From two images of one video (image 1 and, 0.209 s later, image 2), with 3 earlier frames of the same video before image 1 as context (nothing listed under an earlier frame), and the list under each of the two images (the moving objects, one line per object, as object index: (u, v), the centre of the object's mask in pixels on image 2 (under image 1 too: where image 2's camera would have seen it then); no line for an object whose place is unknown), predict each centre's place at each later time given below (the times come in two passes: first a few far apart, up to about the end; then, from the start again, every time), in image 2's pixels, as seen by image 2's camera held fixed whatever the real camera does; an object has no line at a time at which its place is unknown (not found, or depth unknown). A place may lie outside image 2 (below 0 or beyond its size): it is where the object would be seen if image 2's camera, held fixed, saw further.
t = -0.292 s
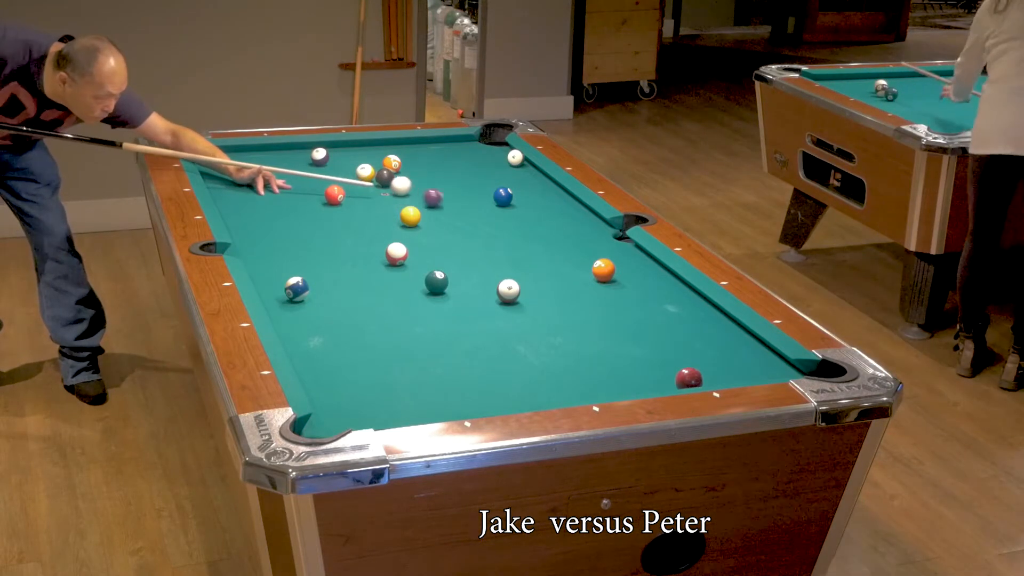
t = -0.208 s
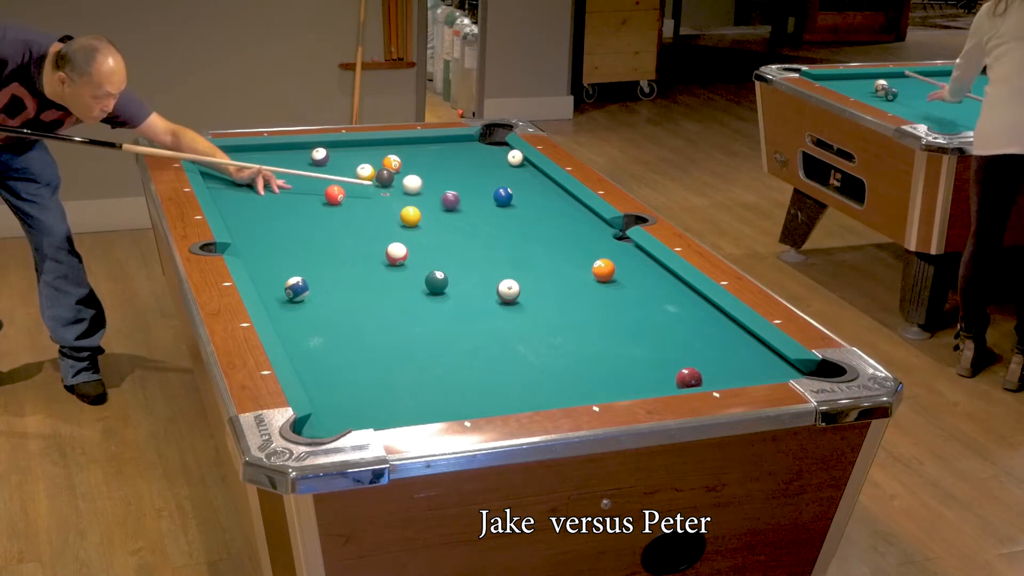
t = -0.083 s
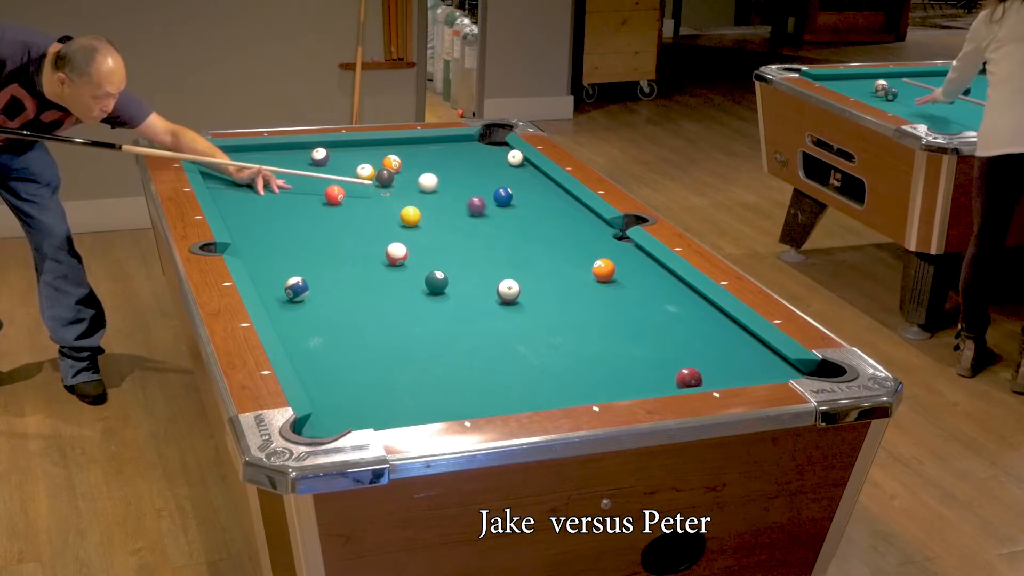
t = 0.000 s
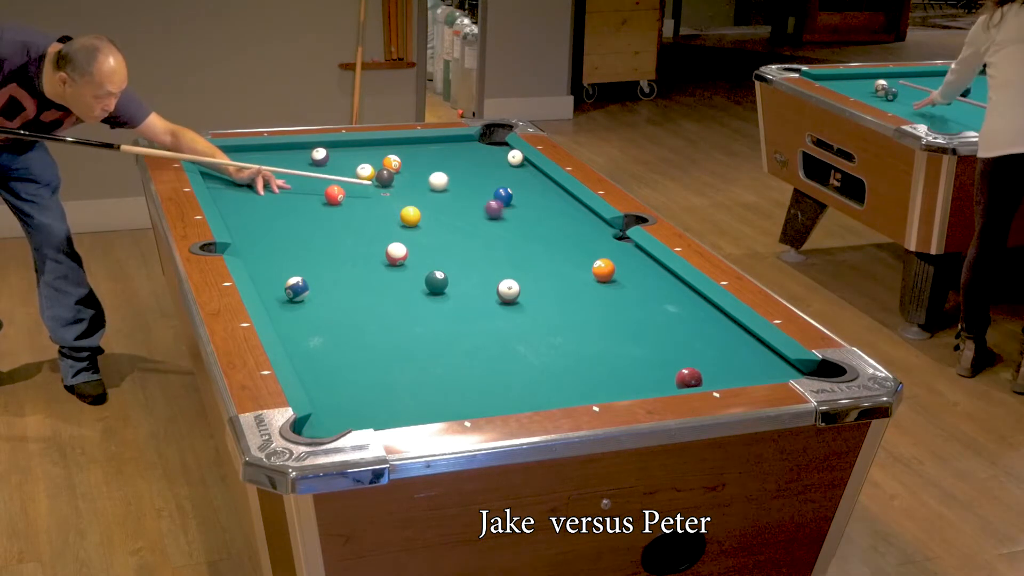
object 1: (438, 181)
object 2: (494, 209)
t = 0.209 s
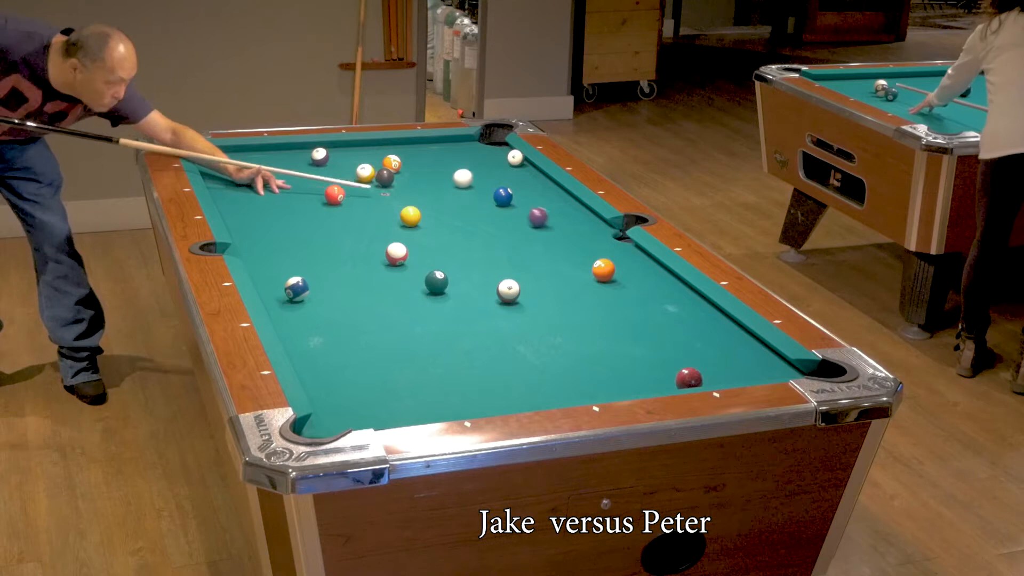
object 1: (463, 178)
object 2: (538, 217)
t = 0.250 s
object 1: (468, 178)
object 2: (546, 219)
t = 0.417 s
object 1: (486, 175)
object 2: (581, 225)
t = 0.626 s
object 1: (507, 173)
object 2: (613, 231)
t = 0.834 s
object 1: (527, 170)
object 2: (595, 226)
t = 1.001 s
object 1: (527, 170)
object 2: (581, 222)
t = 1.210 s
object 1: (516, 170)
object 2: (566, 217)
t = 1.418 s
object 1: (507, 171)
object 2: (552, 214)
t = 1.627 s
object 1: (499, 171)
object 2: (539, 210)
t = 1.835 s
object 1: (492, 171)
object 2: (528, 207)
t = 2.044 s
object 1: (487, 172)
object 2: (517, 203)
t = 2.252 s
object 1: (483, 172)
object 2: (511, 202)
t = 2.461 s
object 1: (480, 172)
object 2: (508, 201)
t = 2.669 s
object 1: (478, 172)
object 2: (507, 201)
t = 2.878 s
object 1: (477, 172)
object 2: (507, 201)
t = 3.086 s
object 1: (477, 172)
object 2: (507, 201)
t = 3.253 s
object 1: (477, 172)
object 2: (507, 201)
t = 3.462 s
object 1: (477, 172)
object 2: (507, 201)
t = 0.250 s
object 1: (468, 178)
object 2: (546, 219)
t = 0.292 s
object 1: (472, 177)
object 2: (555, 221)
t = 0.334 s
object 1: (477, 176)
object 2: (564, 222)
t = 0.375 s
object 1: (481, 176)
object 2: (573, 224)
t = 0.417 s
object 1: (486, 175)
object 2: (581, 225)
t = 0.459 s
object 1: (490, 175)
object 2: (590, 228)
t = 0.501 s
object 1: (494, 174)
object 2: (599, 228)
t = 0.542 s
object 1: (499, 174)
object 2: (607, 230)
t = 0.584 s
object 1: (503, 173)
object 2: (615, 232)
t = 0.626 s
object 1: (507, 173)
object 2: (613, 231)
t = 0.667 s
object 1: (511, 172)
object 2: (608, 230)
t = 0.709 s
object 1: (515, 172)
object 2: (605, 229)
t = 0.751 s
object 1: (519, 171)
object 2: (602, 228)
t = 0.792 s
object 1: (523, 171)
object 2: (598, 227)
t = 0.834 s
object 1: (527, 170)
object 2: (595, 226)
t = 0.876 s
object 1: (531, 170)
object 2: (591, 225)
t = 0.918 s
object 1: (532, 170)
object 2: (588, 224)
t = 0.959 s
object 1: (530, 170)
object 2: (585, 223)
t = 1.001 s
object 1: (527, 170)
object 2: (581, 222)
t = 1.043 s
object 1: (525, 170)
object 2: (578, 221)
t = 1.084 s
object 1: (523, 170)
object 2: (575, 220)
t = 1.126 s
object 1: (521, 170)
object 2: (572, 219)
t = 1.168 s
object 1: (519, 170)
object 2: (569, 218)
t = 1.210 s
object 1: (516, 170)
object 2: (566, 217)
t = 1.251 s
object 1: (515, 170)
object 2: (563, 216)
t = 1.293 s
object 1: (513, 170)
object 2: (560, 216)
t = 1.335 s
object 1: (511, 171)
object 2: (557, 215)
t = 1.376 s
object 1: (509, 171)
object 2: (555, 214)
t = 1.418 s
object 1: (507, 171)
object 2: (552, 214)
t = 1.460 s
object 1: (505, 171)
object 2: (549, 213)
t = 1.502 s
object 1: (504, 171)
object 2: (546, 212)
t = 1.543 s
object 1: (502, 171)
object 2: (544, 211)
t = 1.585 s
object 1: (501, 171)
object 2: (542, 211)
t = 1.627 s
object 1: (499, 171)
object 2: (539, 210)
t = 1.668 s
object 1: (498, 171)
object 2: (537, 210)
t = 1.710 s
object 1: (496, 171)
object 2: (534, 209)
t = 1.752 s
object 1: (495, 171)
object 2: (532, 208)
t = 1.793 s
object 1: (494, 171)
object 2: (530, 207)
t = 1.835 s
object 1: (492, 171)
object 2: (528, 207)
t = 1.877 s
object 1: (491, 172)
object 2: (526, 206)
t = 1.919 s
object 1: (490, 172)
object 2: (523, 206)
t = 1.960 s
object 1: (489, 172)
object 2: (521, 205)
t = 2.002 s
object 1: (488, 172)
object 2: (520, 204)
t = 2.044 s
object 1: (487, 172)
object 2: (517, 203)
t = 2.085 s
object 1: (486, 172)
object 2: (515, 203)
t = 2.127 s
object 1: (485, 172)
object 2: (514, 203)
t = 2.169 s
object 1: (484, 172)
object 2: (512, 202)
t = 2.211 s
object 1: (484, 172)
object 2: (511, 202)
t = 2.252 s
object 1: (483, 172)
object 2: (511, 202)
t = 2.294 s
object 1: (482, 172)
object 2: (510, 201)
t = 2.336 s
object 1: (481, 172)
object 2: (509, 202)
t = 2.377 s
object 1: (481, 172)
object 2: (509, 202)
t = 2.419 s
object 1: (480, 172)
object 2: (508, 202)
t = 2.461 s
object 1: (480, 172)
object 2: (508, 201)
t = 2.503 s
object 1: (479, 172)
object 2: (507, 201)
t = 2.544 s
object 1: (479, 172)
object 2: (507, 201)
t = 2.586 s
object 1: (479, 172)
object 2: (507, 201)
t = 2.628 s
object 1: (478, 172)
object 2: (507, 201)
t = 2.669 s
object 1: (478, 172)
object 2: (507, 201)
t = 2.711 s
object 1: (477, 172)
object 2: (507, 201)
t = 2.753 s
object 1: (477, 172)
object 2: (507, 201)
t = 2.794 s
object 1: (477, 172)
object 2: (507, 201)
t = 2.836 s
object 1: (477, 172)
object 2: (507, 202)
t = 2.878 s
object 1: (477, 172)
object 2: (507, 201)
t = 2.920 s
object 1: (477, 172)
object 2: (507, 202)
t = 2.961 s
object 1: (477, 172)
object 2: (507, 201)
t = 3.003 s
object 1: (477, 172)
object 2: (507, 201)
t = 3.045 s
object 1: (477, 172)
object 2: (507, 201)
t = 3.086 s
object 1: (477, 172)
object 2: (507, 201)
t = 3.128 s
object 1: (477, 172)
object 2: (507, 201)
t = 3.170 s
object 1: (477, 172)
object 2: (507, 201)
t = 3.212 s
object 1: (477, 172)
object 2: (507, 201)
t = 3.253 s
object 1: (477, 172)
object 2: (507, 201)
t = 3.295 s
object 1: (477, 172)
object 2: (507, 201)
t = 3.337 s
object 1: (477, 172)
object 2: (507, 201)
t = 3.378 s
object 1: (477, 172)
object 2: (507, 201)
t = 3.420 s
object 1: (477, 172)
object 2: (507, 201)
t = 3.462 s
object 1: (477, 172)
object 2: (507, 201)
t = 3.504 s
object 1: (477, 172)
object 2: (507, 201)
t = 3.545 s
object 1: (477, 172)
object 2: (507, 201)
